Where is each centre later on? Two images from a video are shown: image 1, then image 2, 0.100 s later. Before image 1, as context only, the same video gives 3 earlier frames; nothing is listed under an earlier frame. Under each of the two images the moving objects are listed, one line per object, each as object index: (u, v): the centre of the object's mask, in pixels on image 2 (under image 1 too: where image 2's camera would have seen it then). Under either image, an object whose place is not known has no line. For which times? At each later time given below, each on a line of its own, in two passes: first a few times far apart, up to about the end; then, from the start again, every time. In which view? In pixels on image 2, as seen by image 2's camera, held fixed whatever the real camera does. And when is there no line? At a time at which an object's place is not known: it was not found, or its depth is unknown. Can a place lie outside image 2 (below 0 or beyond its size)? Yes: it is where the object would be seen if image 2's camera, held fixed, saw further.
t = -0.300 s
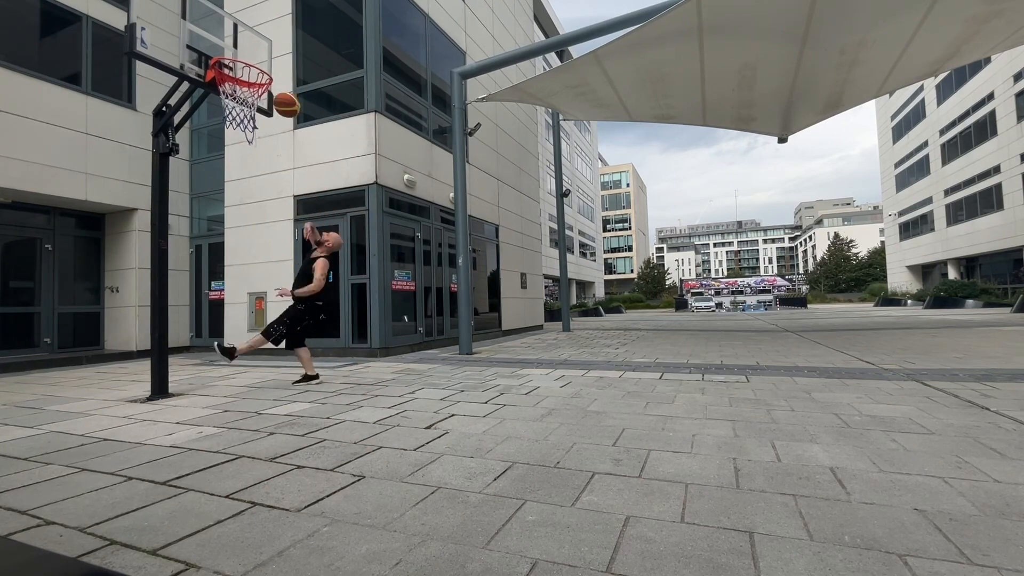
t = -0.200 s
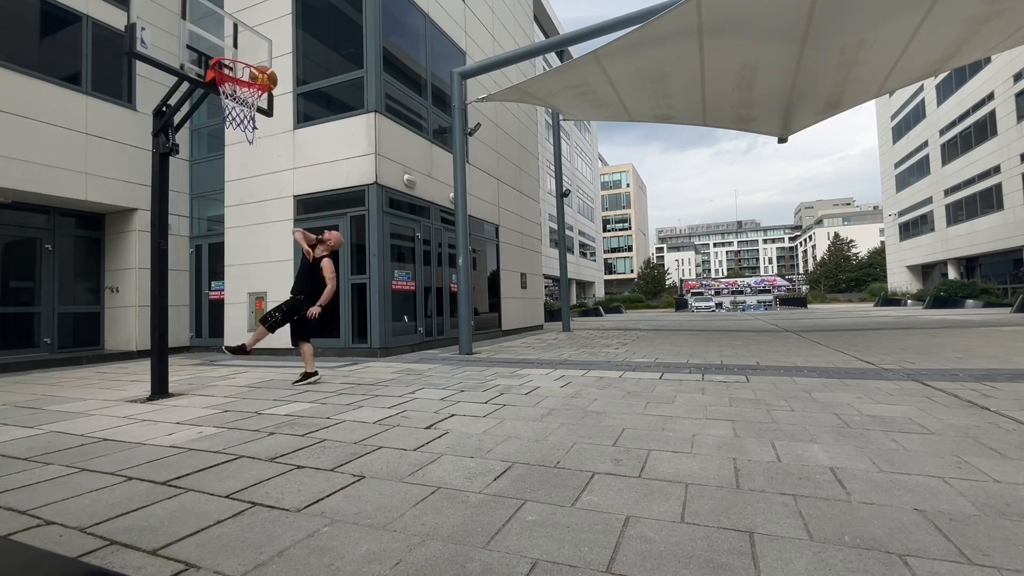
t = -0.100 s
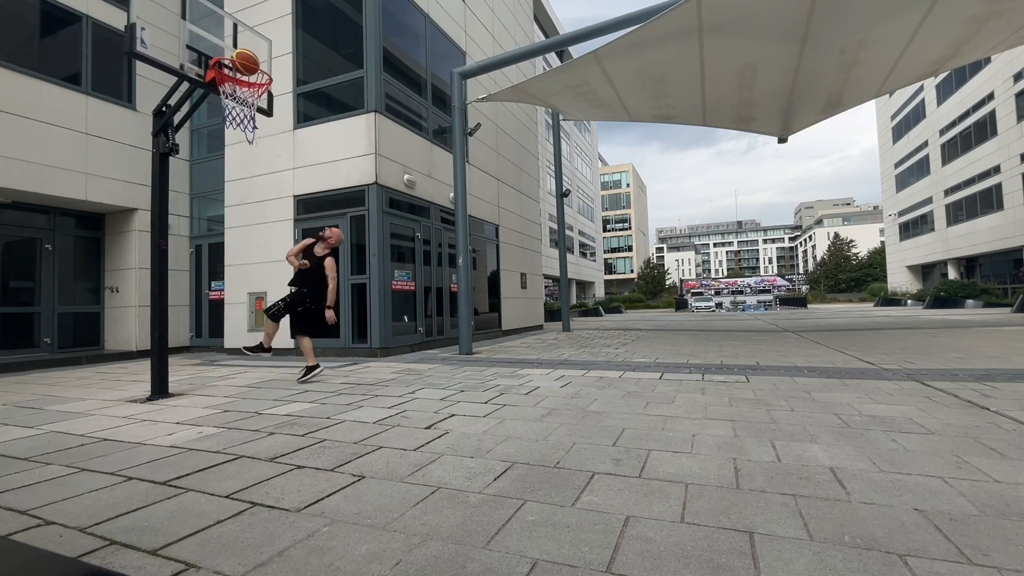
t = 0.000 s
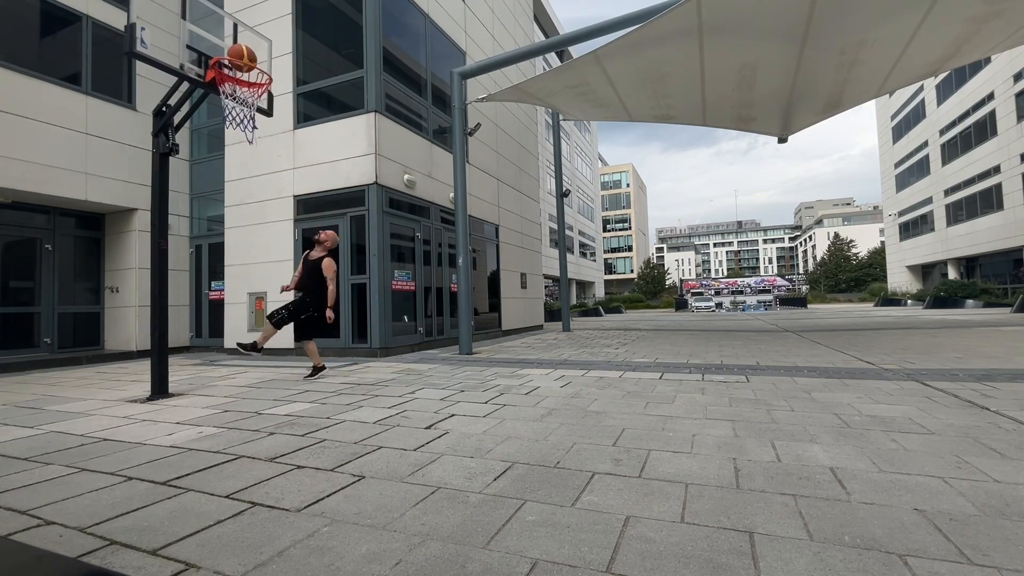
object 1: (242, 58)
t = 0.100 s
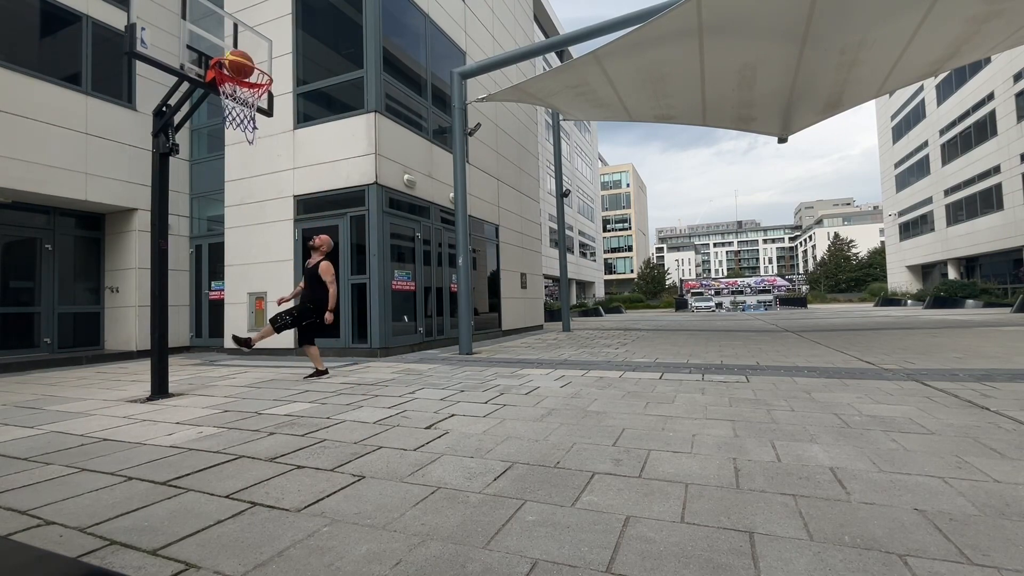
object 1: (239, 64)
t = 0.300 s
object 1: (245, 96)
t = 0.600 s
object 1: (264, 183)
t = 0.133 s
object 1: (238, 68)
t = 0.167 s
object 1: (237, 74)
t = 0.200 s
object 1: (237, 76)
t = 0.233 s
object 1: (240, 85)
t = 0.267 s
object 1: (241, 91)
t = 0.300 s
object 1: (245, 96)
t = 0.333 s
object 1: (248, 104)
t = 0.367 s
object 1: (249, 108)
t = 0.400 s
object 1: (252, 115)
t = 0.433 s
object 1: (253, 124)
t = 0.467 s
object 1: (255, 133)
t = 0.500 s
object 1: (258, 144)
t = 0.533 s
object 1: (260, 155)
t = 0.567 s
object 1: (262, 169)
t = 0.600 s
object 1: (264, 183)
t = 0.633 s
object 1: (265, 198)
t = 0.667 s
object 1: (268, 215)
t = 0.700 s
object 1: (270, 232)
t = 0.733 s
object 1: (272, 251)
